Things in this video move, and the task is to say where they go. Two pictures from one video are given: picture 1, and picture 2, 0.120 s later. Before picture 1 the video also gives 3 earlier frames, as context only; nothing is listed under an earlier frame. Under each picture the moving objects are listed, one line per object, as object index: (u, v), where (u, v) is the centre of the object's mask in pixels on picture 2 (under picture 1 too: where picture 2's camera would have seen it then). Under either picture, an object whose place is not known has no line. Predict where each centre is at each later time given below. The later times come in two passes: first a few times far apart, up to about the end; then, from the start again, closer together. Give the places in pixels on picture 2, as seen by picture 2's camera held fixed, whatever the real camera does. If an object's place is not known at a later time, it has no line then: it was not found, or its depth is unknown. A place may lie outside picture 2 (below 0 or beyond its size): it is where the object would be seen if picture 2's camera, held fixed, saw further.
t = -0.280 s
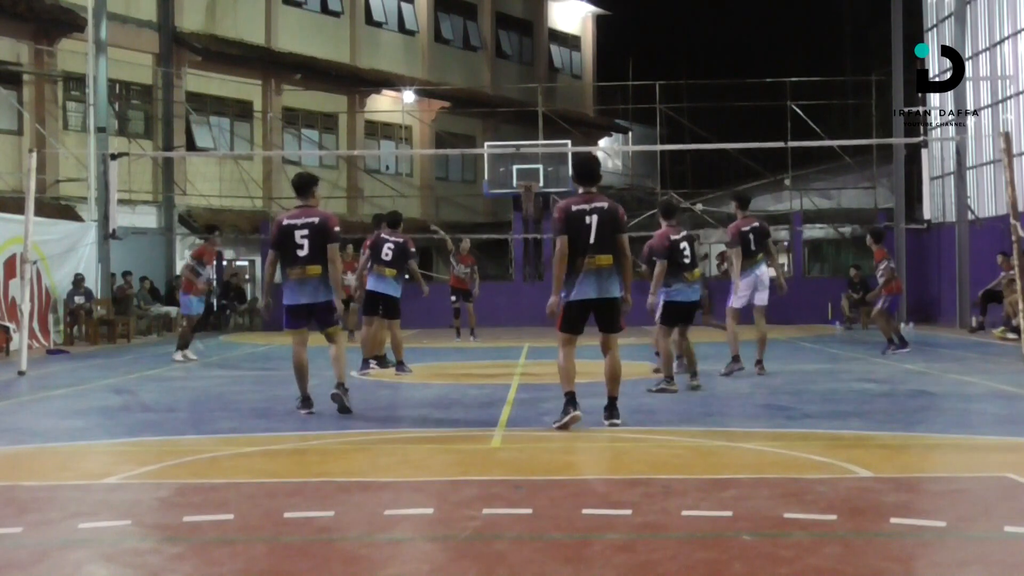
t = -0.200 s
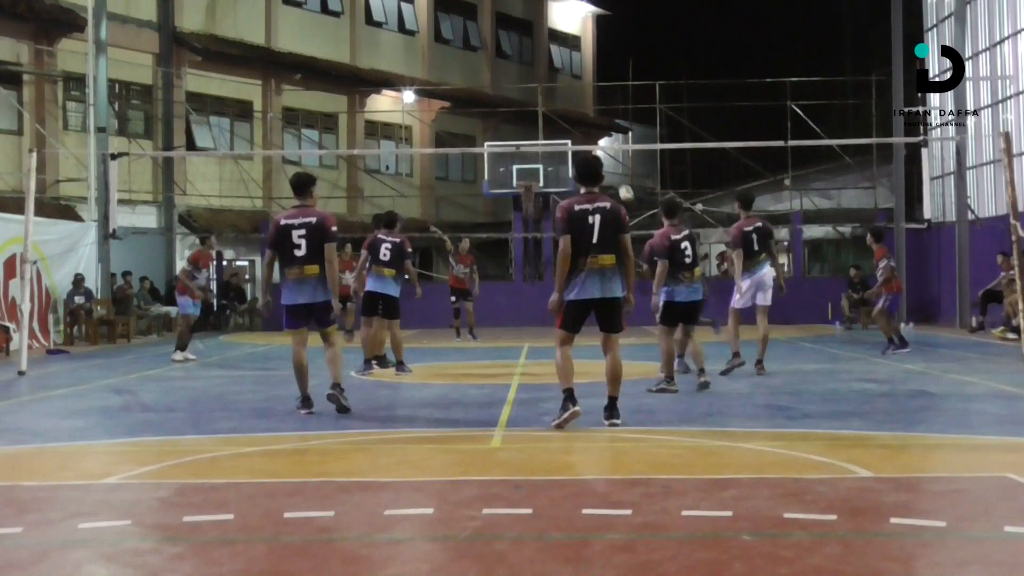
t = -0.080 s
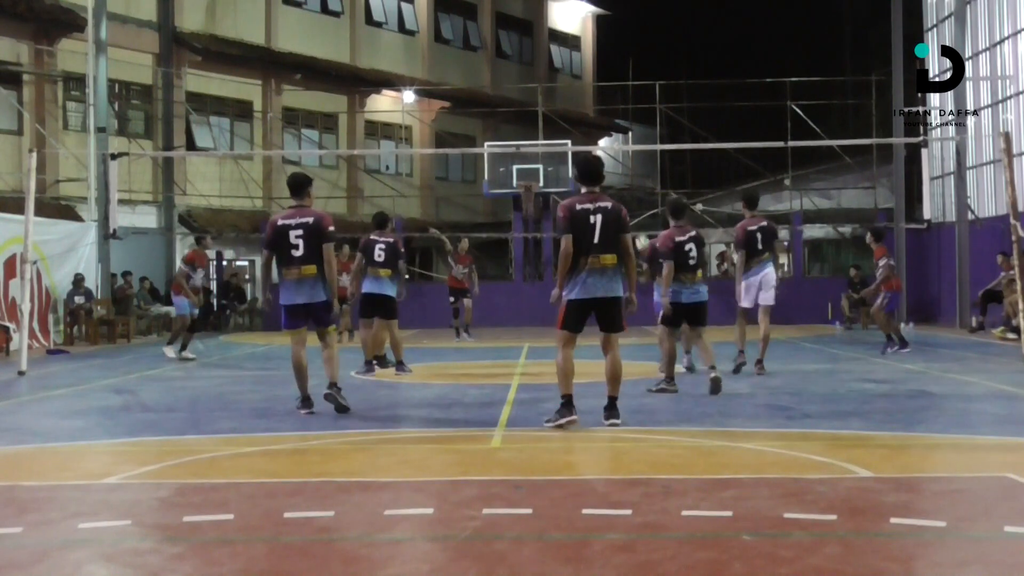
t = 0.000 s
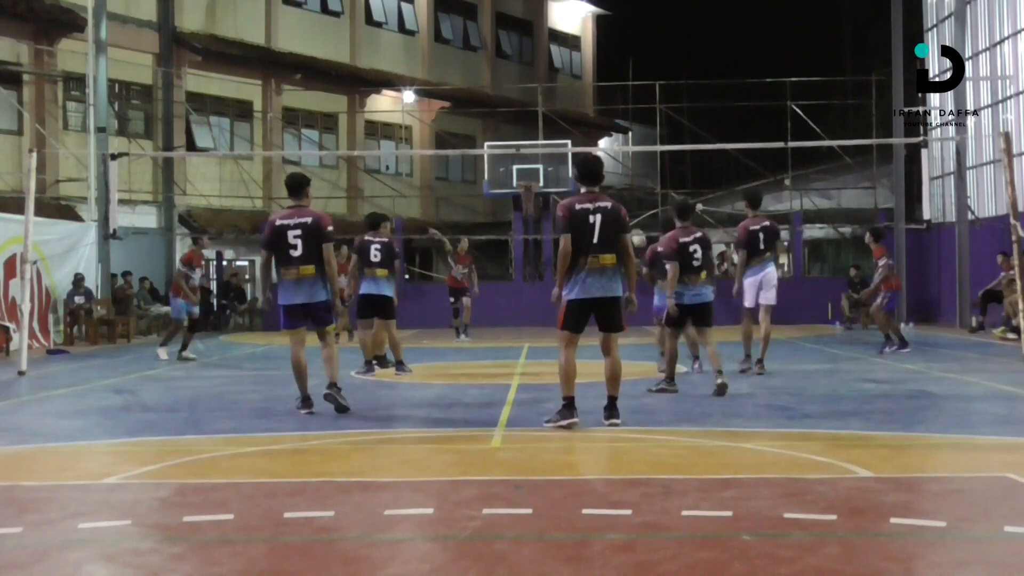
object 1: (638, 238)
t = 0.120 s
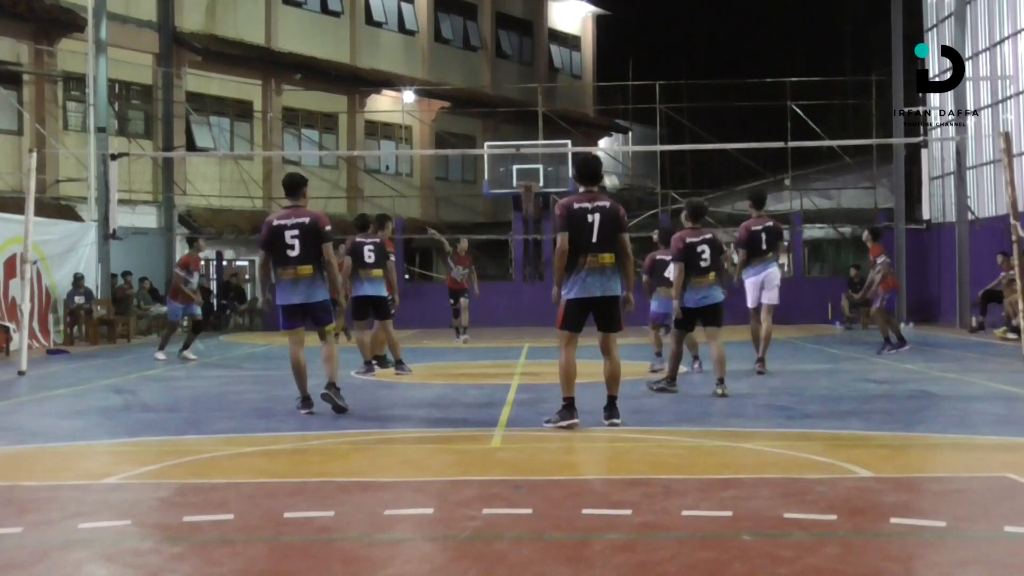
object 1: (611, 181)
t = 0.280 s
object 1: (574, 121)
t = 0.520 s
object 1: (519, 60)
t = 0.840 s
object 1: (443, 38)
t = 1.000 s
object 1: (403, 55)
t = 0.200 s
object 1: (591, 148)
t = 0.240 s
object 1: (583, 134)
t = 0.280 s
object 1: (574, 121)
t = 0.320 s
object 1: (565, 108)
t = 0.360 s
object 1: (555, 96)
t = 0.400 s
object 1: (546, 86)
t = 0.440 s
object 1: (537, 76)
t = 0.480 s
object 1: (528, 67)
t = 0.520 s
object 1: (519, 60)
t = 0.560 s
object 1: (509, 53)
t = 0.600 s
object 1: (500, 48)
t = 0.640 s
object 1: (490, 44)
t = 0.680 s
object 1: (481, 41)
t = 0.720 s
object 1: (472, 39)
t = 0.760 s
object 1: (462, 37)
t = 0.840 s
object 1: (443, 38)
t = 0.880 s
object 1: (433, 40)
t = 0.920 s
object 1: (423, 44)
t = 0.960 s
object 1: (413, 49)
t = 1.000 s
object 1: (403, 55)
